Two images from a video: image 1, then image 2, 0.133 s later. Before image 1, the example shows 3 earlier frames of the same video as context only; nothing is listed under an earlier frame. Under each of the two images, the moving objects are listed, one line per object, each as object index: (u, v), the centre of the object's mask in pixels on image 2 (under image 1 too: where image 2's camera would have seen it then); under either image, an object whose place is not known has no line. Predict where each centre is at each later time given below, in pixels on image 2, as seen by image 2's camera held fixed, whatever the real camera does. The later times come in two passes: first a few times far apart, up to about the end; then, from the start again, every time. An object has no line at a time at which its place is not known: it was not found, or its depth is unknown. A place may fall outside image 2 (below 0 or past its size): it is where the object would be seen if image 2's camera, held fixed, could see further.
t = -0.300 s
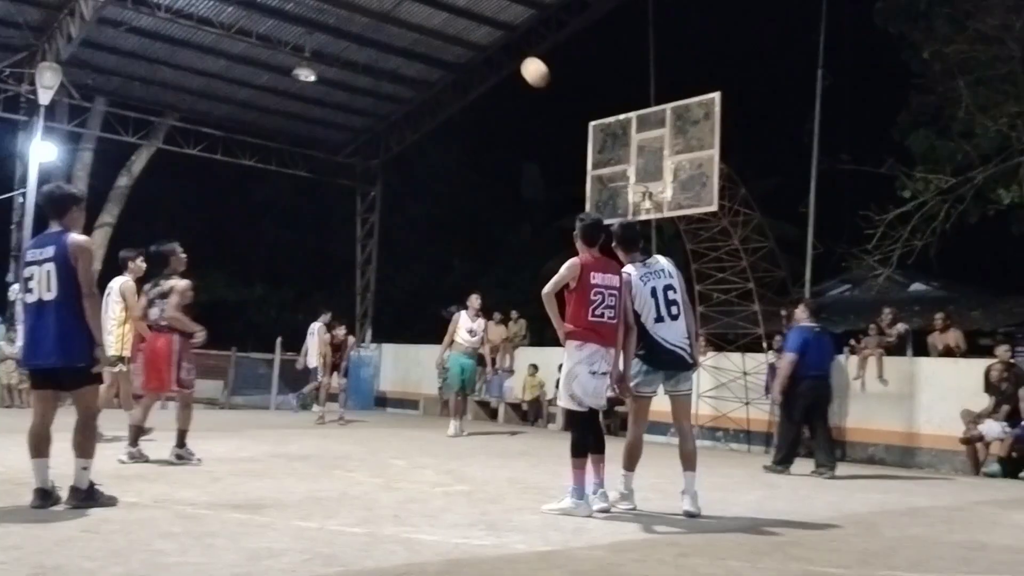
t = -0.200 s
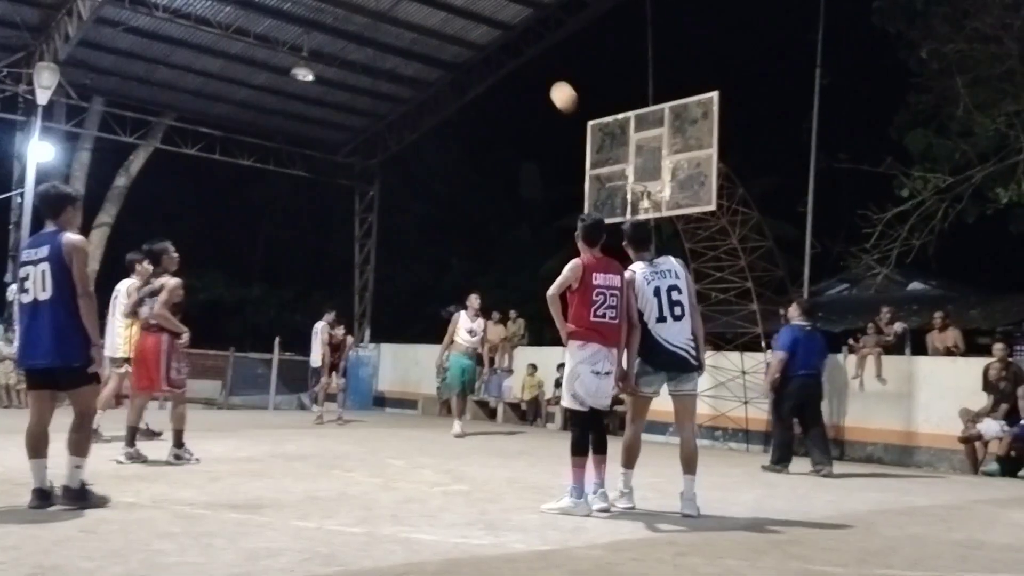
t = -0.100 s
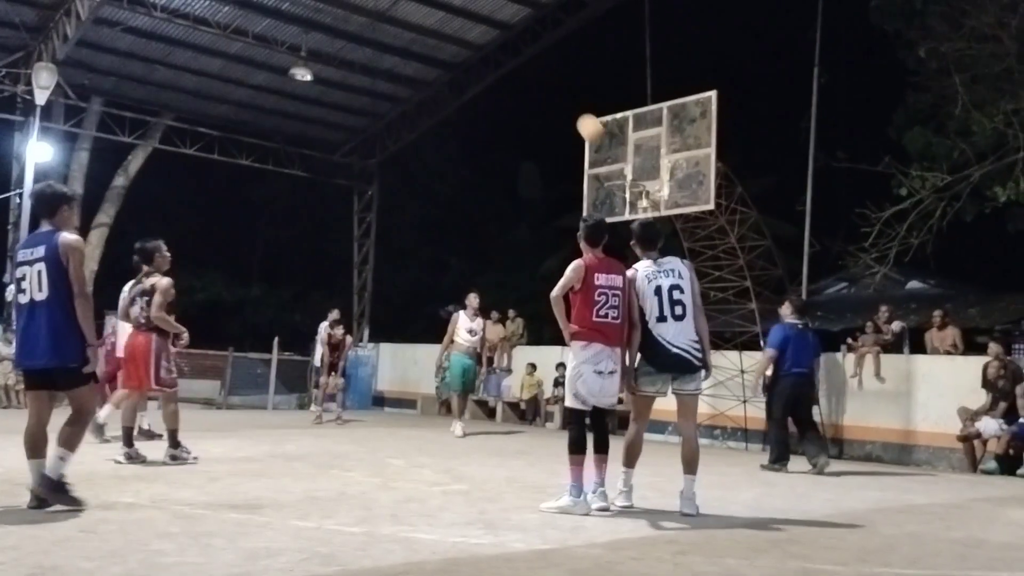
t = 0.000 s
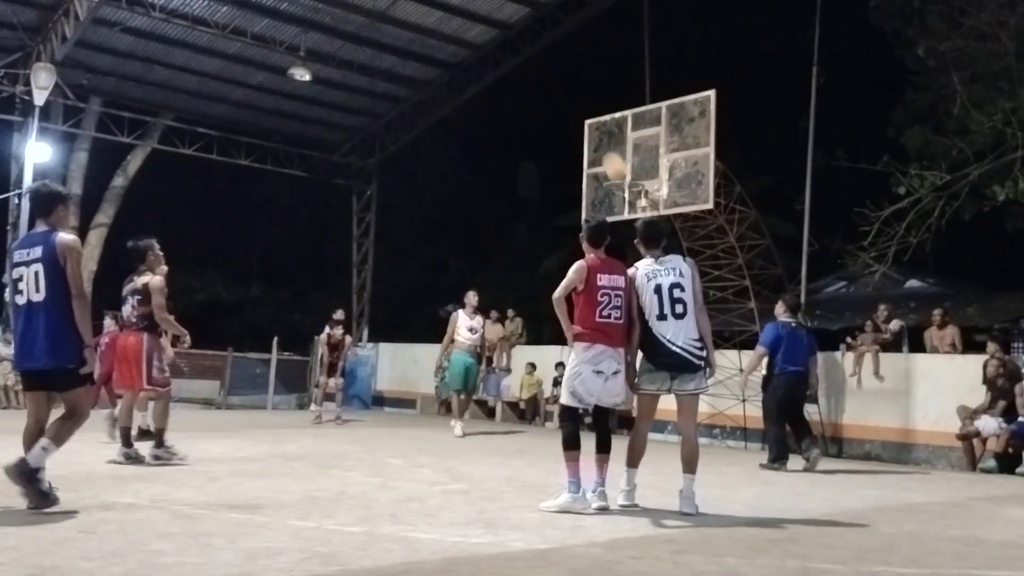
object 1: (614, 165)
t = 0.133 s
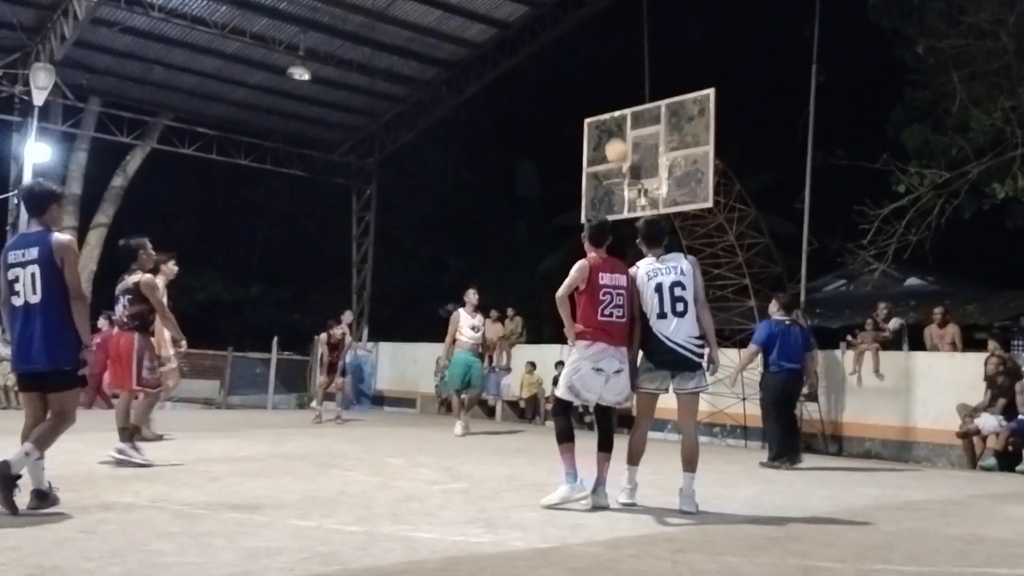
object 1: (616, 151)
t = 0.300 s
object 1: (596, 125)
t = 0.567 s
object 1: (561, 135)
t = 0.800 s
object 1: (525, 198)
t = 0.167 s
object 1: (612, 144)
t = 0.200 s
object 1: (609, 138)
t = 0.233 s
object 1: (605, 134)
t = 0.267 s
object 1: (601, 130)
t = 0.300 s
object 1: (596, 125)
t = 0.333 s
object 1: (593, 124)
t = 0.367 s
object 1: (588, 122)
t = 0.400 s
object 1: (584, 122)
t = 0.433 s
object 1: (579, 122)
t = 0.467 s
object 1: (575, 124)
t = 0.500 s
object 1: (571, 126)
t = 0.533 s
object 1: (566, 130)
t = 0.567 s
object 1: (561, 135)
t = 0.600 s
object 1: (556, 141)
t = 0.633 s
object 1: (552, 148)
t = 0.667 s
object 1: (546, 155)
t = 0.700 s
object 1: (541, 165)
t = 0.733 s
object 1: (536, 175)
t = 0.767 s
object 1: (530, 186)
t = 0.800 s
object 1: (525, 198)
